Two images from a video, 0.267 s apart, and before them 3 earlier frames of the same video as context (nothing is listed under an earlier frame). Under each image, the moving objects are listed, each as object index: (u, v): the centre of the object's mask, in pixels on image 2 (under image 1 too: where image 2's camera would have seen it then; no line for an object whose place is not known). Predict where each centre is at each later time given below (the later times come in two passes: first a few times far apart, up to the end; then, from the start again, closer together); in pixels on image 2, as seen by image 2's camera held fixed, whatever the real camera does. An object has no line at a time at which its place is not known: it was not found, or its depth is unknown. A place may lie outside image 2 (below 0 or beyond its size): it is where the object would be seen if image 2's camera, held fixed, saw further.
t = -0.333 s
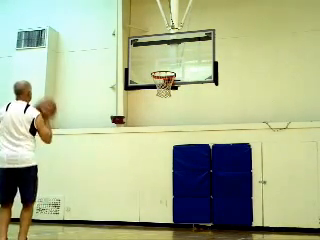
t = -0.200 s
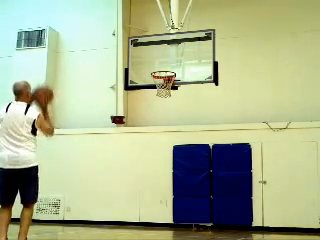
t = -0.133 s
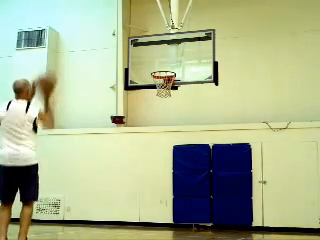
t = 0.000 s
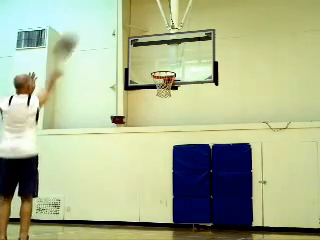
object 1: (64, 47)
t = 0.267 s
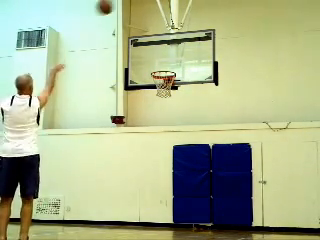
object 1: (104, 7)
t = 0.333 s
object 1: (112, 6)
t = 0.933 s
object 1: (162, 71)
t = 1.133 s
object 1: (158, 68)
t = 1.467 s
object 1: (164, 69)
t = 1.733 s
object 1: (160, 74)
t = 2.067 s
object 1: (158, 88)
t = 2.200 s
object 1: (165, 89)
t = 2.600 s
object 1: (177, 138)
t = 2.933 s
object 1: (188, 216)
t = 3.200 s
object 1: (193, 168)
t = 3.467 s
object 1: (198, 157)
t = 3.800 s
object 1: (203, 198)
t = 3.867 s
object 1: (205, 215)
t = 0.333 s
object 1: (112, 6)
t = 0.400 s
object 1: (119, 6)
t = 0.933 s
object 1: (162, 71)
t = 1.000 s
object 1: (169, 73)
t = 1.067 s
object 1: (164, 69)
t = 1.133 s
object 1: (158, 68)
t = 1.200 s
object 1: (156, 69)
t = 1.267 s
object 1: (156, 69)
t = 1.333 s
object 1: (157, 69)
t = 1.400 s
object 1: (161, 69)
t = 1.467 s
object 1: (164, 69)
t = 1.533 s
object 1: (168, 71)
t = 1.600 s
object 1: (169, 71)
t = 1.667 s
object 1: (166, 72)
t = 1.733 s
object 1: (160, 74)
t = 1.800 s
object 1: (155, 80)
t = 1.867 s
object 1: (156, 82)
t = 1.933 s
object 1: (155, 84)
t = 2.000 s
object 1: (156, 85)
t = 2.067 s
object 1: (158, 88)
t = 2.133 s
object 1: (161, 89)
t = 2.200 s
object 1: (165, 89)
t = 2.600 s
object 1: (177, 138)
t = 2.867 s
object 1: (186, 222)
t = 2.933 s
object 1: (188, 216)
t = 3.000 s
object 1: (189, 200)
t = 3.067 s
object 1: (190, 186)
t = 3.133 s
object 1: (192, 176)
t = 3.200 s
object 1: (193, 168)
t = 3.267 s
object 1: (194, 162)
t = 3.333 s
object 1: (196, 158)
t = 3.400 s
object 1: (197, 157)
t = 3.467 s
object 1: (198, 157)
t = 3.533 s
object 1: (199, 160)
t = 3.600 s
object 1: (201, 166)
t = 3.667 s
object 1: (201, 174)
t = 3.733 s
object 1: (203, 184)
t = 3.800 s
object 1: (203, 198)
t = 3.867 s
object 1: (205, 215)
